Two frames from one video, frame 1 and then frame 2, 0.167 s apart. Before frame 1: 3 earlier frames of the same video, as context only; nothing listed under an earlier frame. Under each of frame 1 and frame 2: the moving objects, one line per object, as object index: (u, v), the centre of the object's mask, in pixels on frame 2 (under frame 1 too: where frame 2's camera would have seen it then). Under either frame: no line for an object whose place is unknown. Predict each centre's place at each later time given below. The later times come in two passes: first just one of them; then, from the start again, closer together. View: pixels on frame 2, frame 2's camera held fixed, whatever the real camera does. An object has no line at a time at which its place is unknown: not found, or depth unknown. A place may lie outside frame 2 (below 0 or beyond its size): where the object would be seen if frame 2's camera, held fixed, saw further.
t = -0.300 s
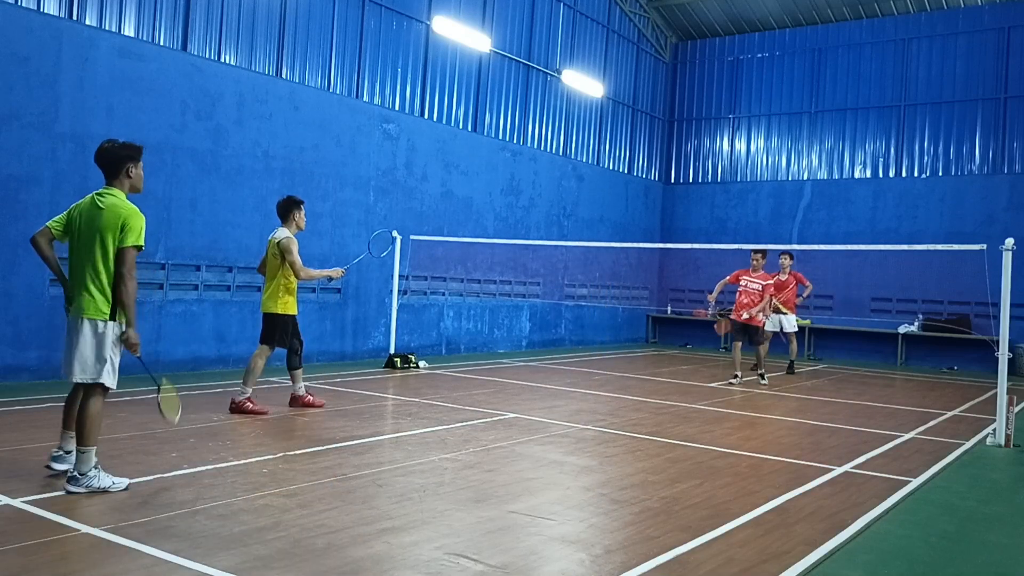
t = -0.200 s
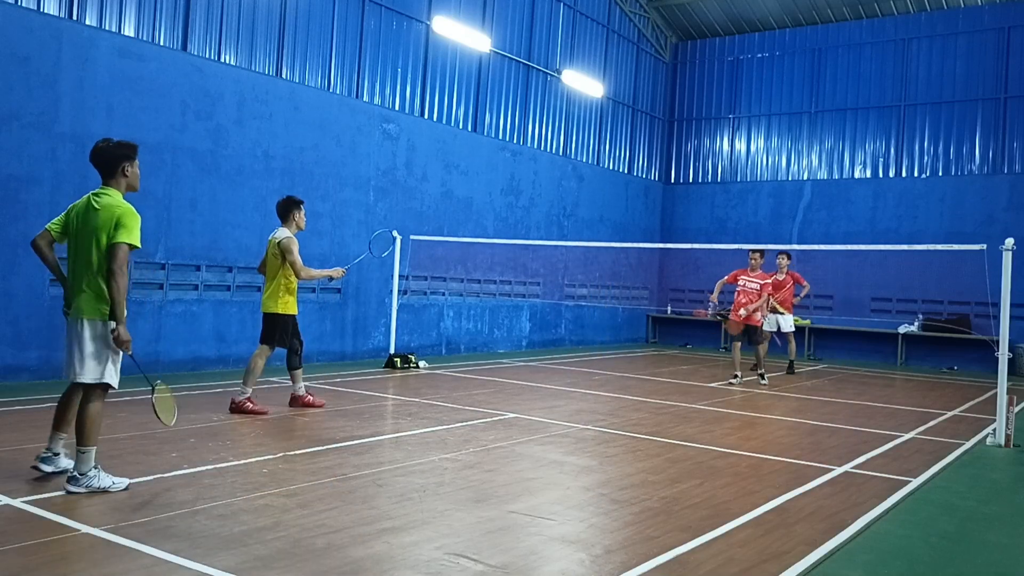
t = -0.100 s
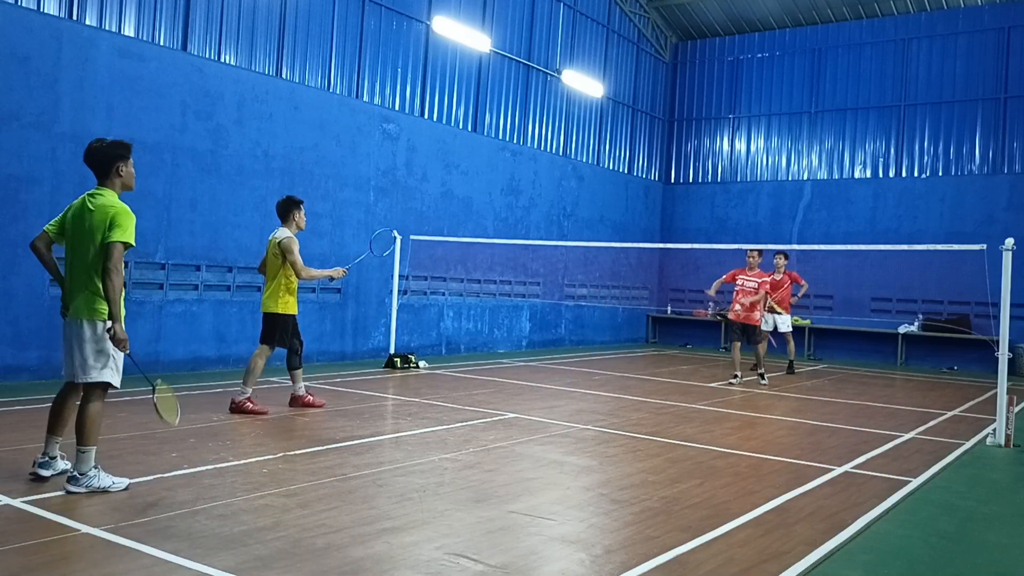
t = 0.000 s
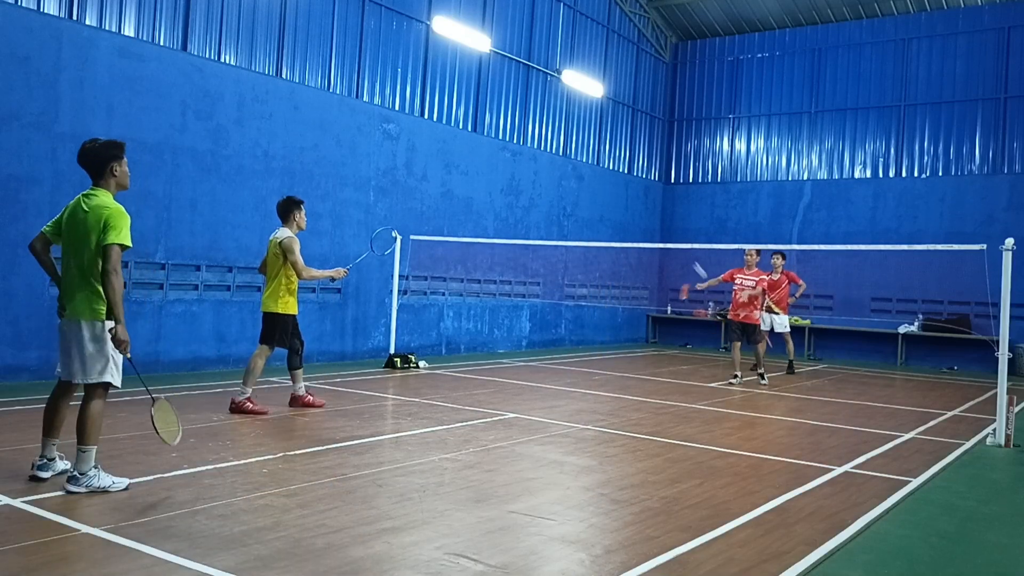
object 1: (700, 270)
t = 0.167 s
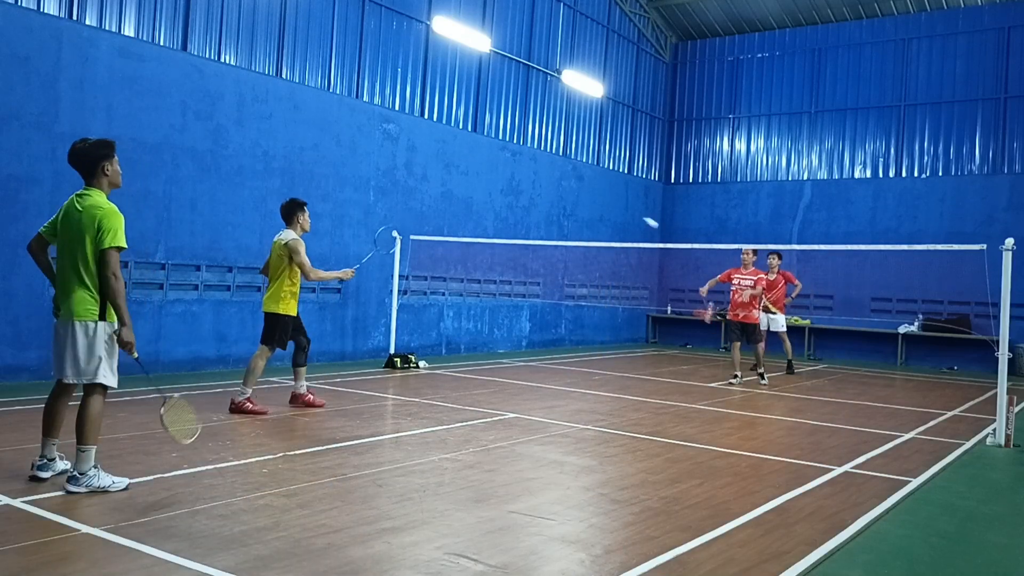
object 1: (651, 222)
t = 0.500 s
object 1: (555, 216)
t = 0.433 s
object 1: (574, 208)
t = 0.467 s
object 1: (564, 211)
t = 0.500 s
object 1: (555, 216)
